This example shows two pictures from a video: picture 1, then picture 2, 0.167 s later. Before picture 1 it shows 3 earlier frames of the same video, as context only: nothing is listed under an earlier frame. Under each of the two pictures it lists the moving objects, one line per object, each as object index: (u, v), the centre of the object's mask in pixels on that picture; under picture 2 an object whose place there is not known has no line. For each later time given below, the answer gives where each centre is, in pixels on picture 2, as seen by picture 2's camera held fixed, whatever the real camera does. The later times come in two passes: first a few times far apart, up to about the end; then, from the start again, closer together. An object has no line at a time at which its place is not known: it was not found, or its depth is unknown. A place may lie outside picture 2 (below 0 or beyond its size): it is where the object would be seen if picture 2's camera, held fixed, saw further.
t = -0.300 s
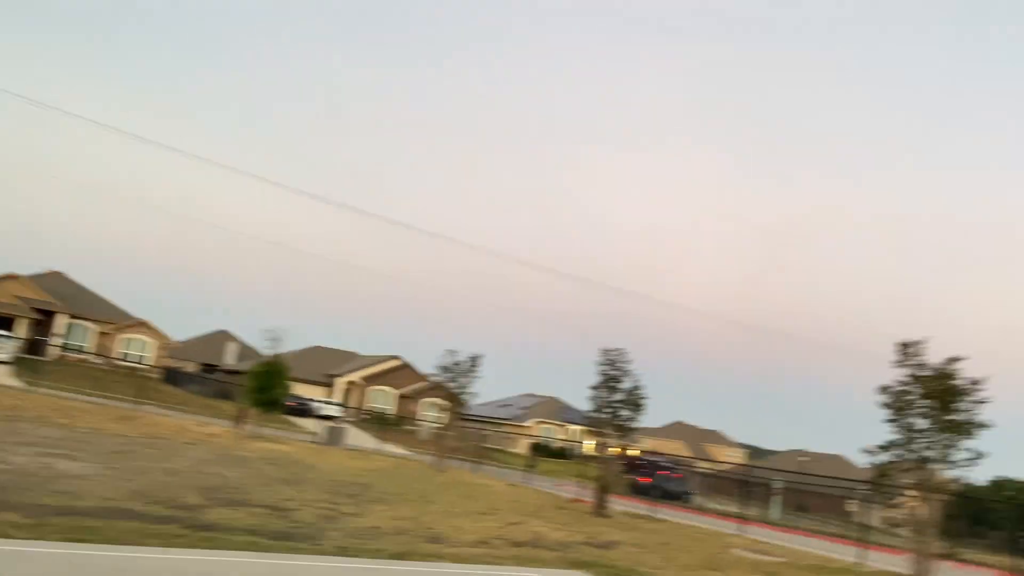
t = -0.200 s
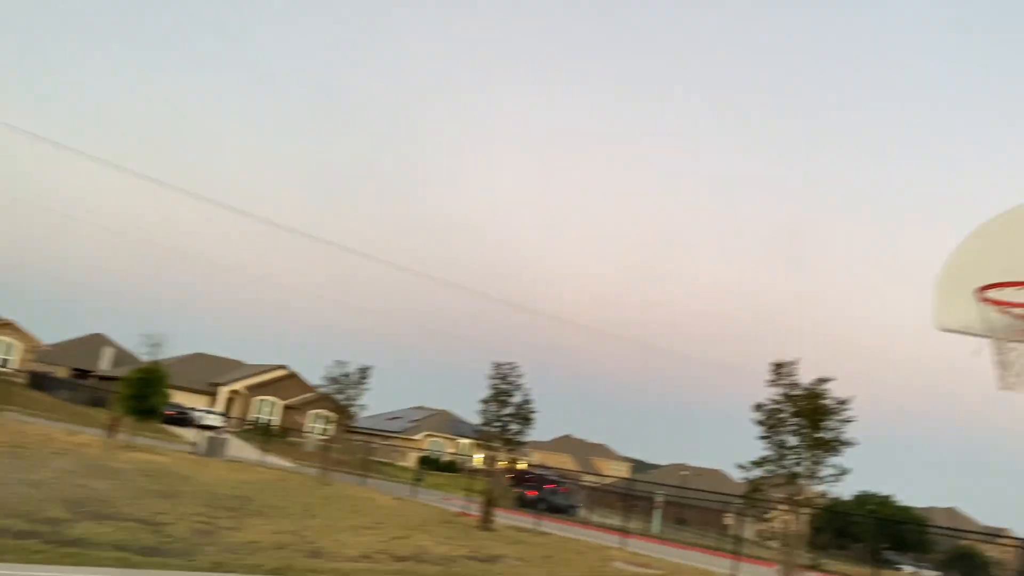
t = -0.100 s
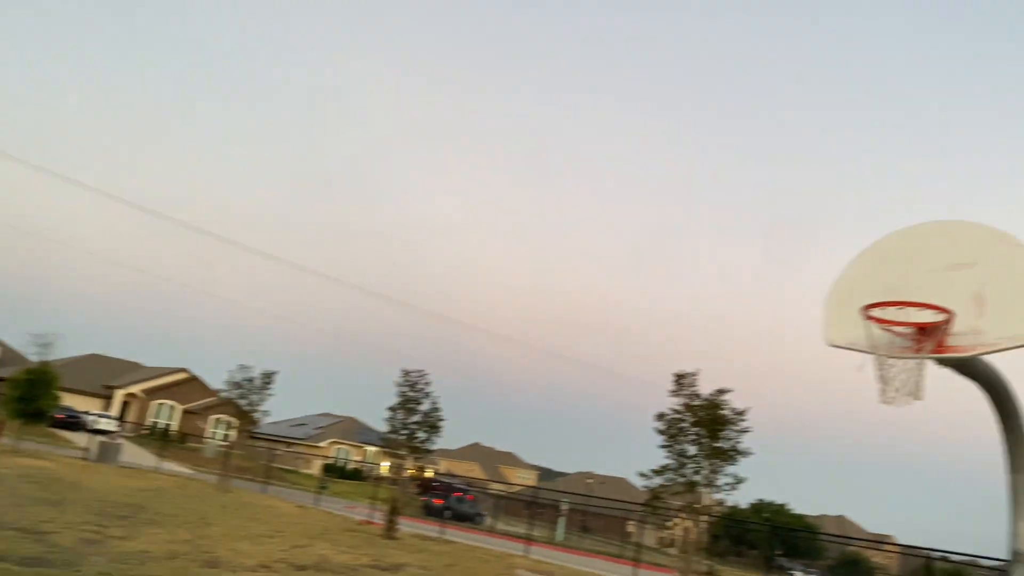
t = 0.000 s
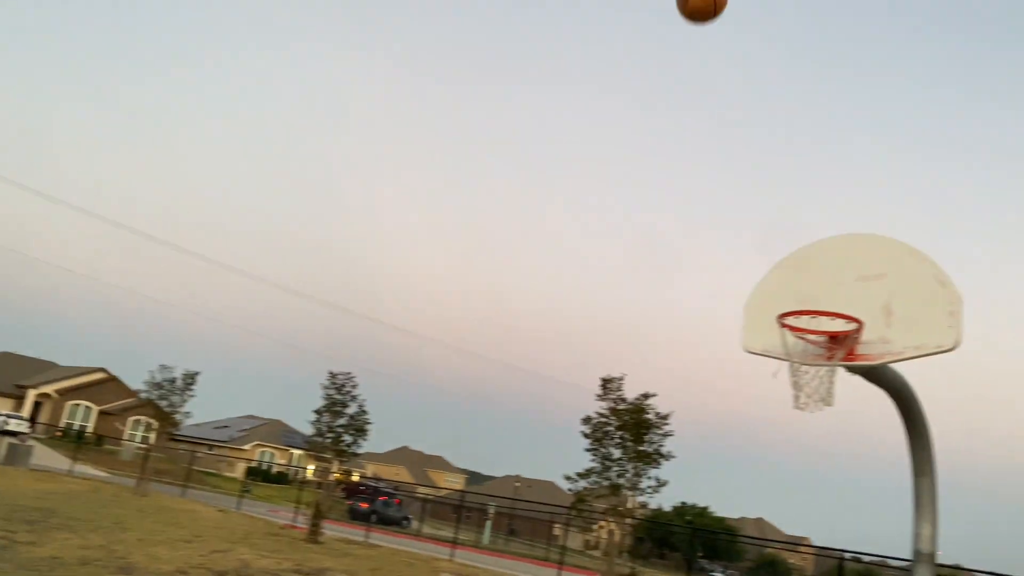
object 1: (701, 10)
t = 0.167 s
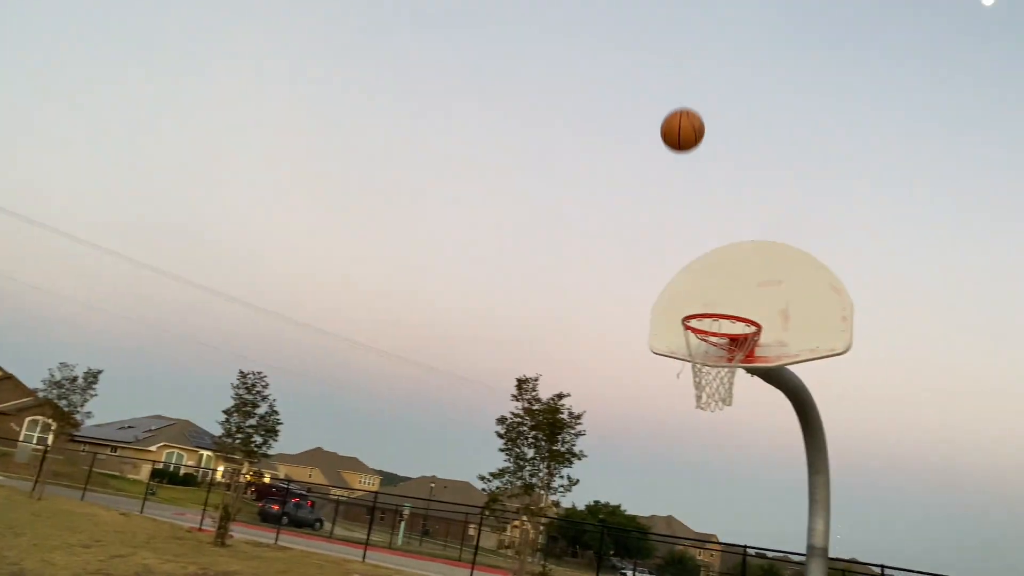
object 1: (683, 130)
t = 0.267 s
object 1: (715, 210)
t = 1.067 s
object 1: (485, 360)
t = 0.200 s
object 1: (694, 156)
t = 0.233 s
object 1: (704, 183)
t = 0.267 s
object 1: (715, 210)
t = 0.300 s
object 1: (725, 237)
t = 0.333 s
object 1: (733, 266)
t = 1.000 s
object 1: (507, 333)
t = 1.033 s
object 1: (492, 347)
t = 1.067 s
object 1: (485, 360)
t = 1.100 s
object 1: (472, 376)
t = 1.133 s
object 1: (454, 397)
